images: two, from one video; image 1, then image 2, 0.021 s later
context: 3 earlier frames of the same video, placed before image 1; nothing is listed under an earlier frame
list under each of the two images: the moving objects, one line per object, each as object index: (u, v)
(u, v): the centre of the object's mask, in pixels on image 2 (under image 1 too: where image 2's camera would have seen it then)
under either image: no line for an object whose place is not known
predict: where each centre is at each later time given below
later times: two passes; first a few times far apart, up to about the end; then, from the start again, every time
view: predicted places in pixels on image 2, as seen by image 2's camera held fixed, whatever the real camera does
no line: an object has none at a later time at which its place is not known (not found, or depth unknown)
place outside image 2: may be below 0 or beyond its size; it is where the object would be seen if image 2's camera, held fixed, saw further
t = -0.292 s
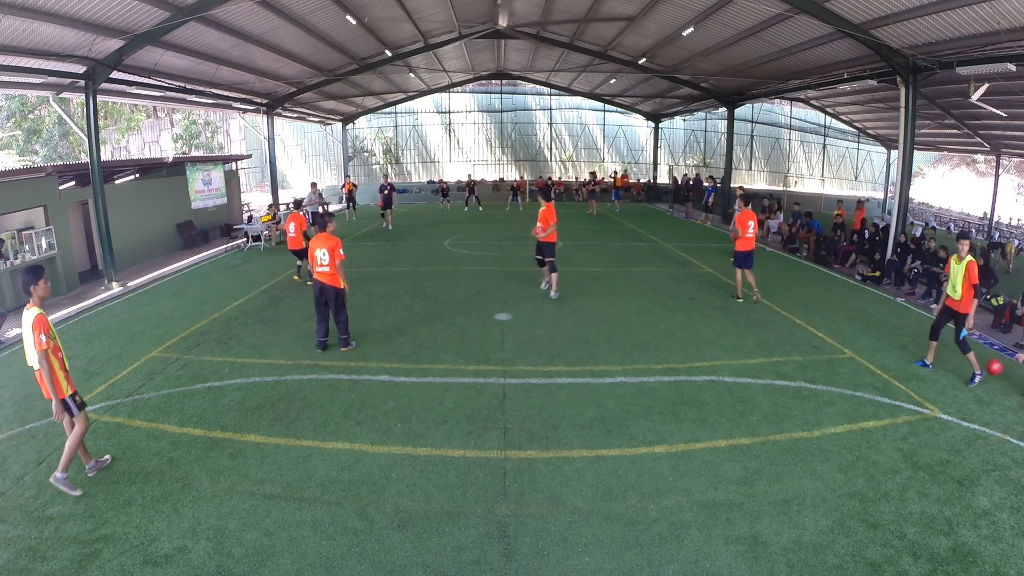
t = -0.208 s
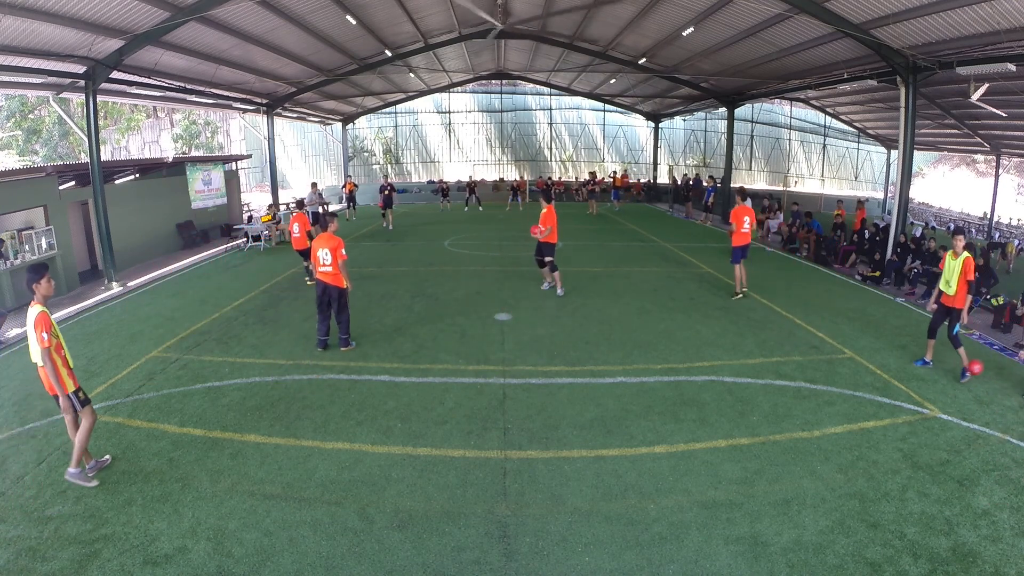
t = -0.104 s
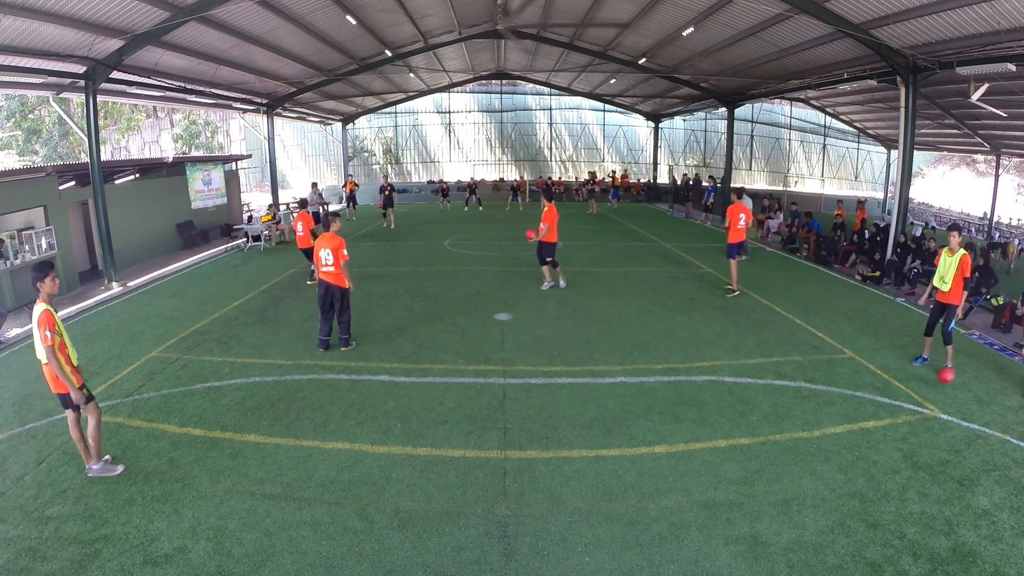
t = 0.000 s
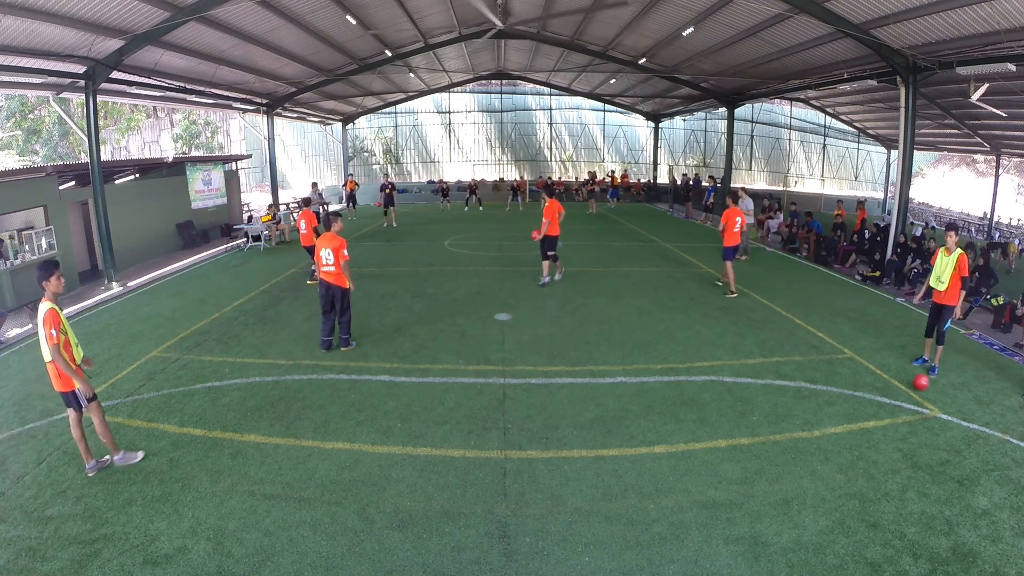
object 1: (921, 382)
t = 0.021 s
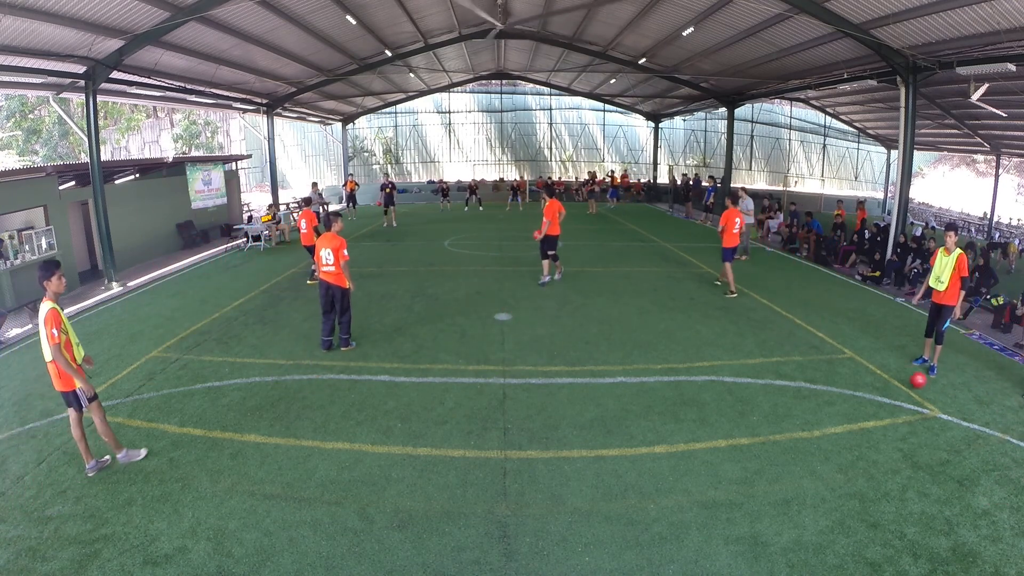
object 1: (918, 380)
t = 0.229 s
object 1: (884, 376)
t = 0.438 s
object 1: (846, 375)
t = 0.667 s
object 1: (805, 374)
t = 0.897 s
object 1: (765, 371)
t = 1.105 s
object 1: (730, 368)
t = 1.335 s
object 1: (694, 366)
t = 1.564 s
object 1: (659, 363)
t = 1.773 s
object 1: (630, 360)
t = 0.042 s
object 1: (915, 378)
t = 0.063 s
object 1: (912, 376)
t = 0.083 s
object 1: (909, 375)
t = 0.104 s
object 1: (906, 374)
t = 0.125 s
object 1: (903, 373)
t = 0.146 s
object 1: (899, 373)
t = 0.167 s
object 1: (896, 373)
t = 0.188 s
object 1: (892, 374)
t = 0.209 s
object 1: (888, 375)
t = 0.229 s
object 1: (884, 376)
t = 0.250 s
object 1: (880, 377)
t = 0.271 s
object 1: (875, 379)
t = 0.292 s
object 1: (871, 381)
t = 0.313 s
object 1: (868, 380)
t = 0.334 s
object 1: (864, 379)
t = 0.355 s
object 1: (861, 377)
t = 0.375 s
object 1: (857, 376)
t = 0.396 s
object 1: (854, 375)
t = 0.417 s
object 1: (850, 375)
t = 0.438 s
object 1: (846, 375)
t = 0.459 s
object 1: (842, 375)
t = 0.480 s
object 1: (838, 376)
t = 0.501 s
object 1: (835, 376)
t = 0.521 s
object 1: (831, 376)
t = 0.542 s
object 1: (827, 375)
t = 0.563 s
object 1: (824, 374)
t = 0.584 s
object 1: (820, 374)
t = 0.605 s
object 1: (816, 374)
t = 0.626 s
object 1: (812, 374)
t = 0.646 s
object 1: (808, 374)
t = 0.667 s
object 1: (805, 374)
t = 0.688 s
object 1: (801, 373)
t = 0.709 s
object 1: (798, 373)
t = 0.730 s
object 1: (794, 373)
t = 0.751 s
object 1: (790, 373)
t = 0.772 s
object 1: (787, 373)
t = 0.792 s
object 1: (783, 372)
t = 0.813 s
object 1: (780, 372)
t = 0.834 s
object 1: (776, 372)
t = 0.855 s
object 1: (772, 372)
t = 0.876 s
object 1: (769, 371)
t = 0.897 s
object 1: (765, 371)
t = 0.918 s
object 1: (762, 371)
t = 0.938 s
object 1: (758, 371)
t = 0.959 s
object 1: (755, 371)
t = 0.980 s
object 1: (751, 371)
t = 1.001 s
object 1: (748, 370)
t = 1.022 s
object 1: (744, 370)
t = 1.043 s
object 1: (741, 369)
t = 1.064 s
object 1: (737, 369)
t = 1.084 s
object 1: (734, 369)
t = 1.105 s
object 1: (730, 368)
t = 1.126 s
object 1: (727, 368)
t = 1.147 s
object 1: (723, 368)
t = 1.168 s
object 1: (720, 368)
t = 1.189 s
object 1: (717, 368)
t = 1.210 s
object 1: (714, 367)
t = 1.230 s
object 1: (710, 367)
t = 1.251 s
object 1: (707, 367)
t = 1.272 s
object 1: (703, 367)
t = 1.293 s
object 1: (700, 367)
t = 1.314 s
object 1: (697, 366)
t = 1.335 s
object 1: (694, 366)
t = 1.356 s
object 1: (691, 366)
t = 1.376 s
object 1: (687, 365)
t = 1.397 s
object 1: (684, 365)
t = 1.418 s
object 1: (681, 365)
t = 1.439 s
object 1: (677, 365)
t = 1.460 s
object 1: (674, 364)
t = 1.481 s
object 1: (671, 364)
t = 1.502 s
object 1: (668, 364)
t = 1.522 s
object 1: (664, 364)
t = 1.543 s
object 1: (662, 363)
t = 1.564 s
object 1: (659, 363)
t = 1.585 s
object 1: (656, 363)
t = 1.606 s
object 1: (653, 362)
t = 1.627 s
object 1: (650, 362)
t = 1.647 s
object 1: (647, 362)
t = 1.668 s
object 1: (644, 362)
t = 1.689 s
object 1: (641, 361)
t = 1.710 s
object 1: (639, 361)
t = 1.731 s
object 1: (635, 360)
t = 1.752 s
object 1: (633, 360)
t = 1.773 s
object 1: (630, 360)
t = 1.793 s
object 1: (627, 360)
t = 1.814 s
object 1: (624, 359)
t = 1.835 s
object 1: (622, 359)
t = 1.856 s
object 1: (619, 359)
